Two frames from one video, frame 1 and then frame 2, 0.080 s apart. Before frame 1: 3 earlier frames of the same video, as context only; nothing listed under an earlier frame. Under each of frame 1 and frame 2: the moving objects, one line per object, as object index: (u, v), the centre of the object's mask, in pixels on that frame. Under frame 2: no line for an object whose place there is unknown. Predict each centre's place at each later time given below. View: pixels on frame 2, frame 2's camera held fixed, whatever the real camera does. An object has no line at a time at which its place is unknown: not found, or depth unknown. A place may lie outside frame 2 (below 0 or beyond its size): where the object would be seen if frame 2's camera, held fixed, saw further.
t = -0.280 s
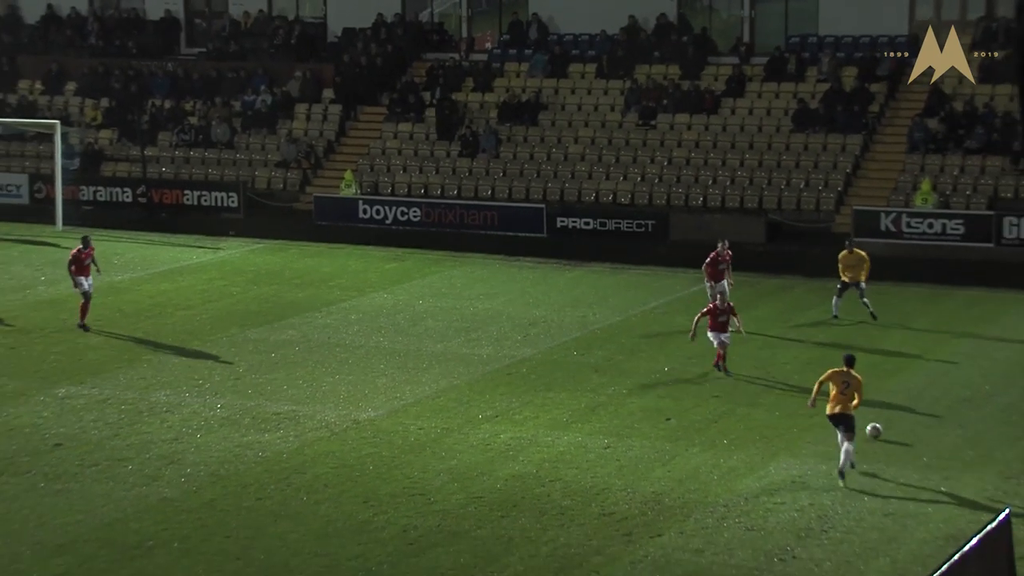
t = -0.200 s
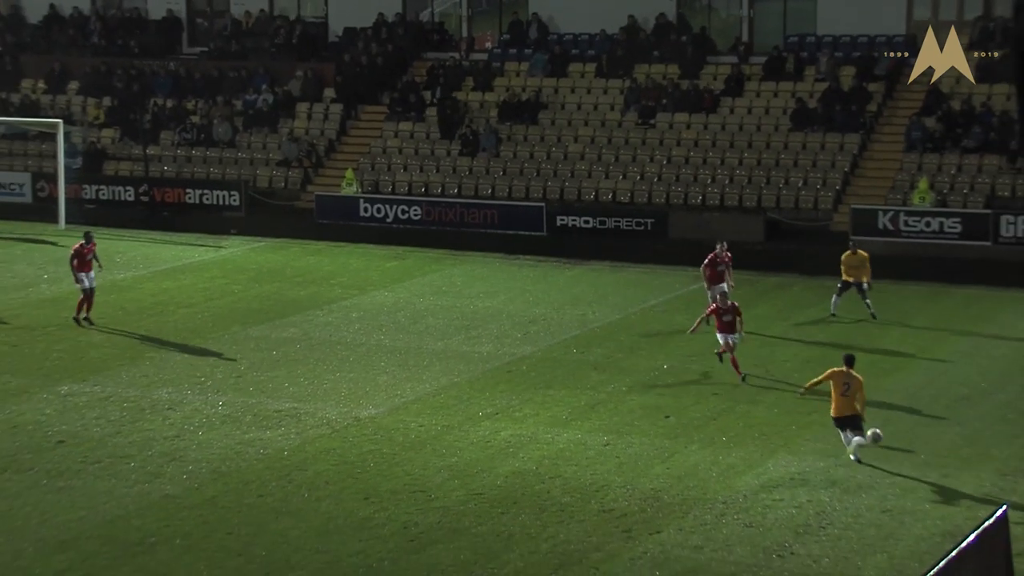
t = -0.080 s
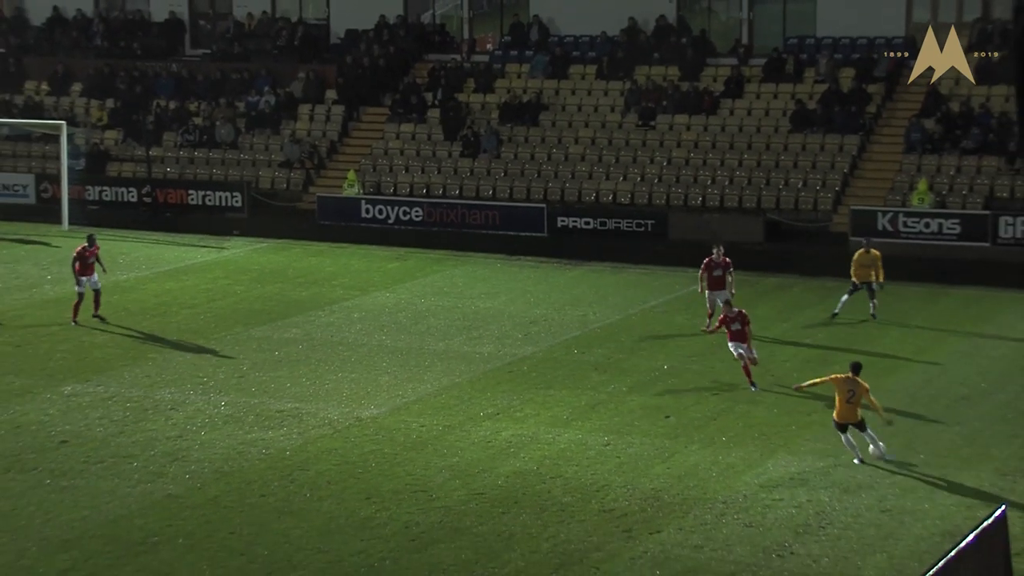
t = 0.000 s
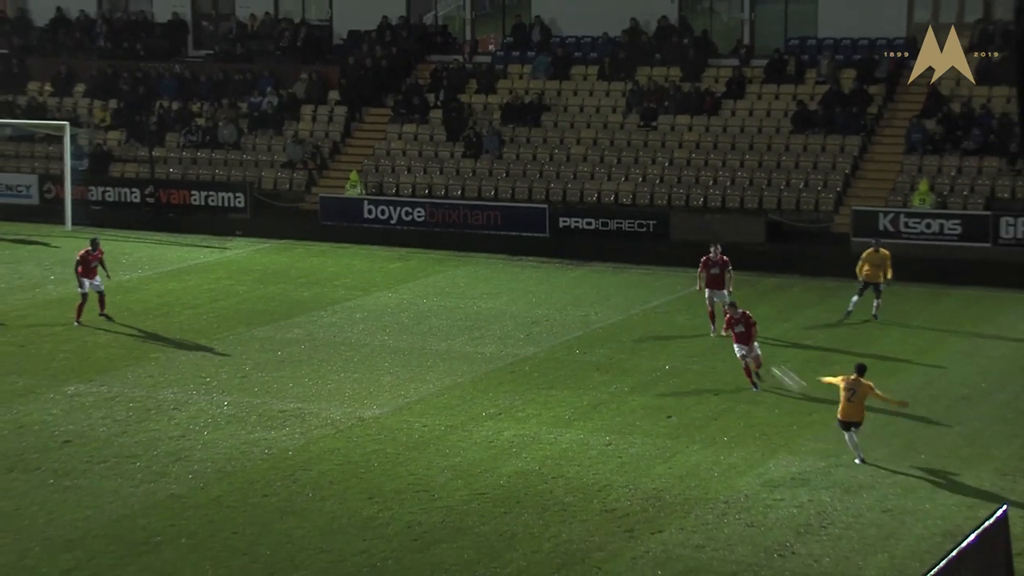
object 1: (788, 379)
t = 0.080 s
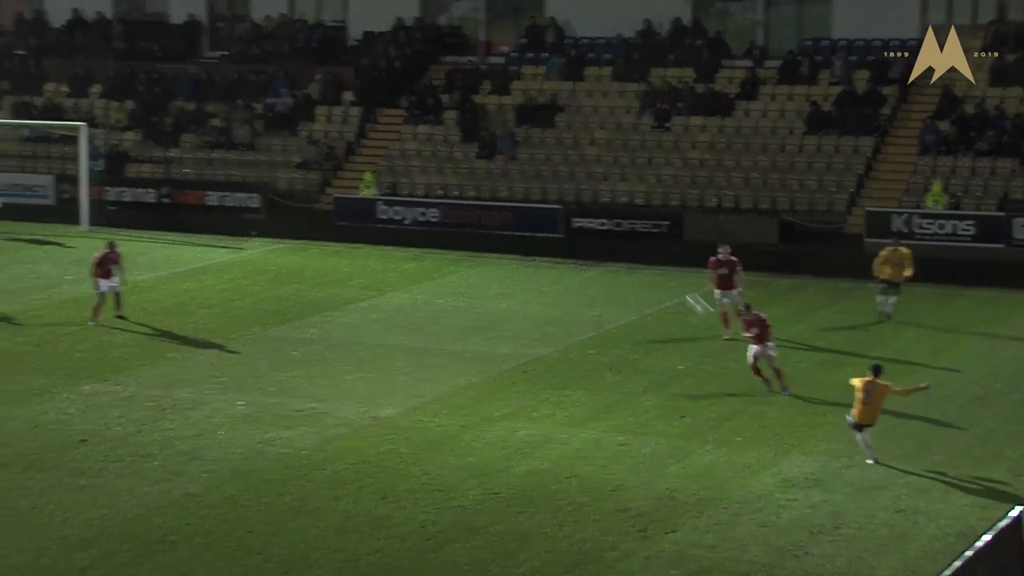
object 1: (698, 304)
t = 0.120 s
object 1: (651, 271)
